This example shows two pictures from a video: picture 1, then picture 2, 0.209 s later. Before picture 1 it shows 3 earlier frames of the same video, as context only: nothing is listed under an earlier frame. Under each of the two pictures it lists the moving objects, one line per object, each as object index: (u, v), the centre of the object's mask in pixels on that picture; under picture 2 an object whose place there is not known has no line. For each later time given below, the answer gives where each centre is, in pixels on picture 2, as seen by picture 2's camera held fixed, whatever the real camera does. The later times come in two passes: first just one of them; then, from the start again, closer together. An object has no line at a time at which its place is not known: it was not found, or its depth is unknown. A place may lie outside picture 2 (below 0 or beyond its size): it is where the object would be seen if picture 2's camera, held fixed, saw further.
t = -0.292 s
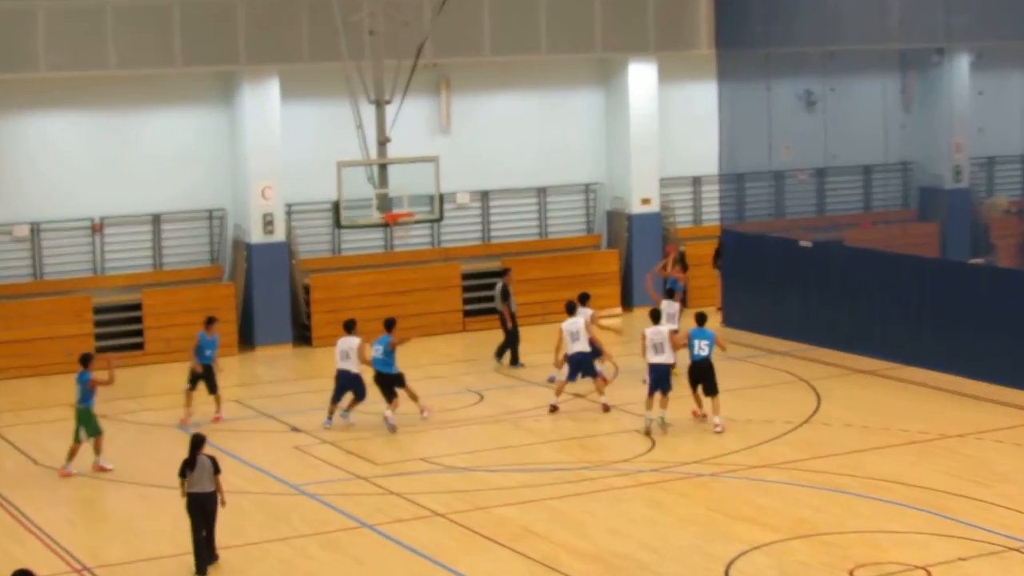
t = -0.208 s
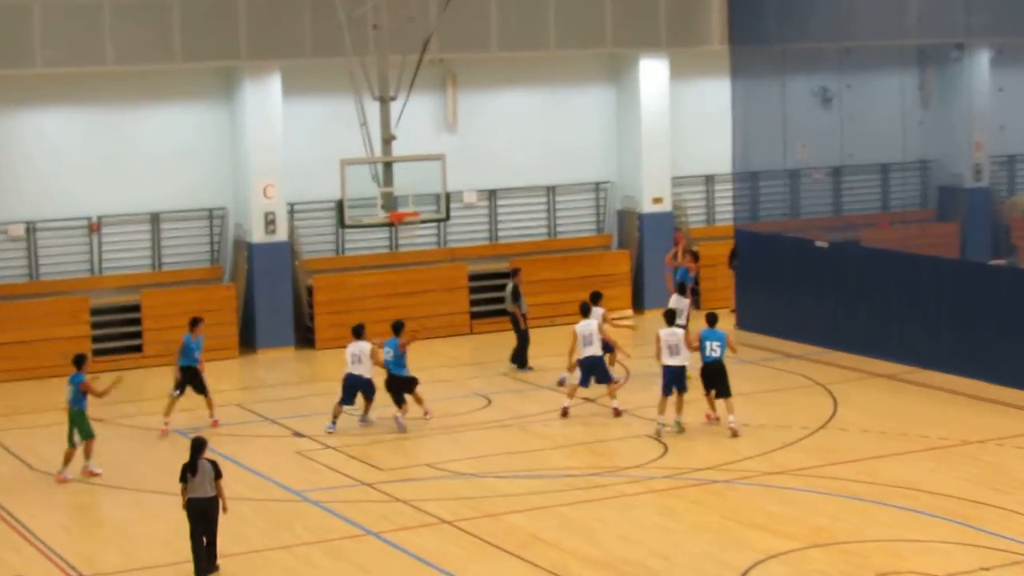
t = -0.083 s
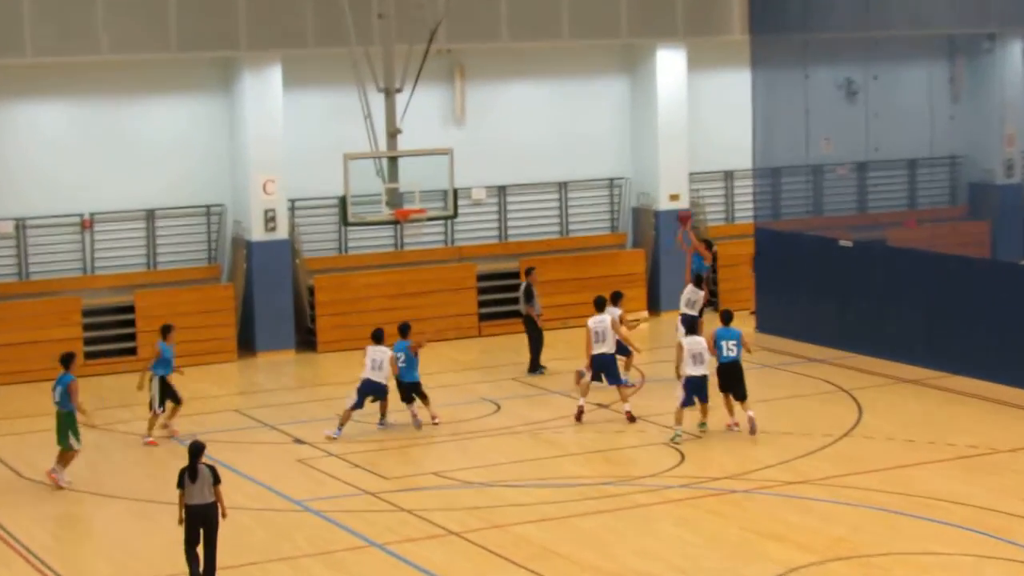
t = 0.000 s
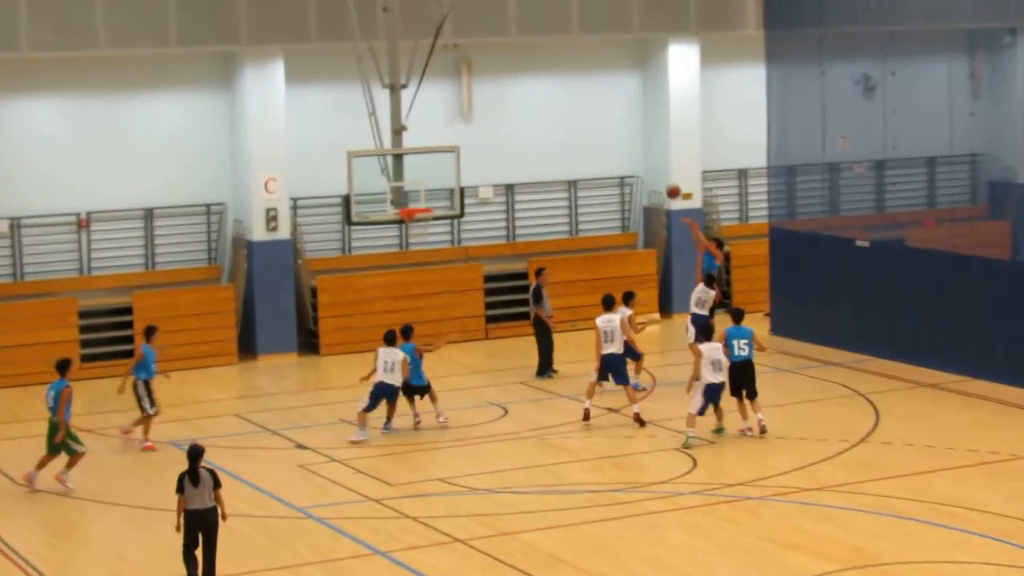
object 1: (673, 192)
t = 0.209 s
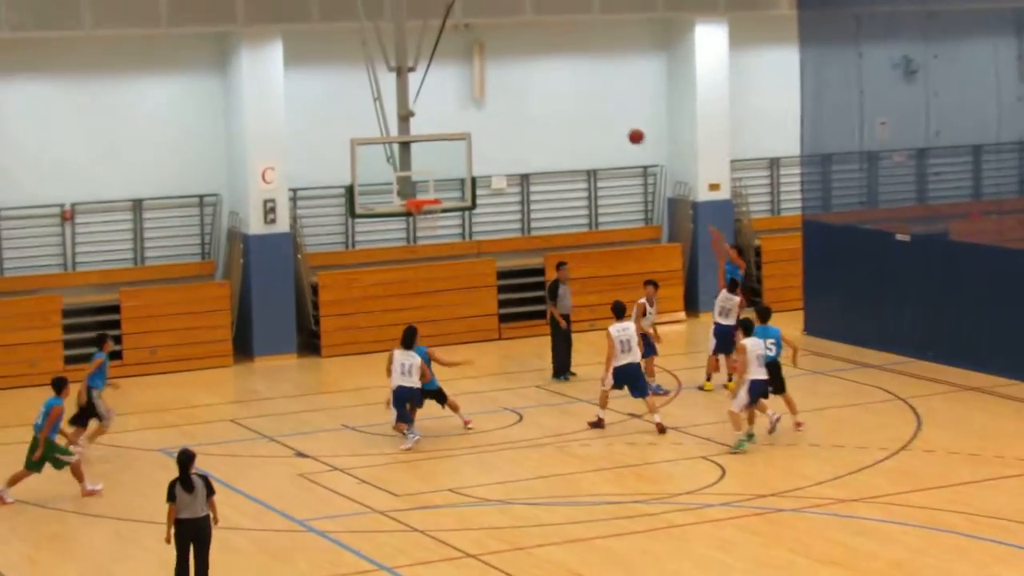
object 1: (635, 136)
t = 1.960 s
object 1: (393, 219)
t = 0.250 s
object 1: (623, 129)
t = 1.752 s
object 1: (399, 184)
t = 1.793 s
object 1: (400, 193)
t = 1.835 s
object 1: (399, 202)
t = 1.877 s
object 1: (395, 208)
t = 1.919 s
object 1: (394, 212)
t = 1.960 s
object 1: (393, 219)
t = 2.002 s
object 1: (392, 227)
